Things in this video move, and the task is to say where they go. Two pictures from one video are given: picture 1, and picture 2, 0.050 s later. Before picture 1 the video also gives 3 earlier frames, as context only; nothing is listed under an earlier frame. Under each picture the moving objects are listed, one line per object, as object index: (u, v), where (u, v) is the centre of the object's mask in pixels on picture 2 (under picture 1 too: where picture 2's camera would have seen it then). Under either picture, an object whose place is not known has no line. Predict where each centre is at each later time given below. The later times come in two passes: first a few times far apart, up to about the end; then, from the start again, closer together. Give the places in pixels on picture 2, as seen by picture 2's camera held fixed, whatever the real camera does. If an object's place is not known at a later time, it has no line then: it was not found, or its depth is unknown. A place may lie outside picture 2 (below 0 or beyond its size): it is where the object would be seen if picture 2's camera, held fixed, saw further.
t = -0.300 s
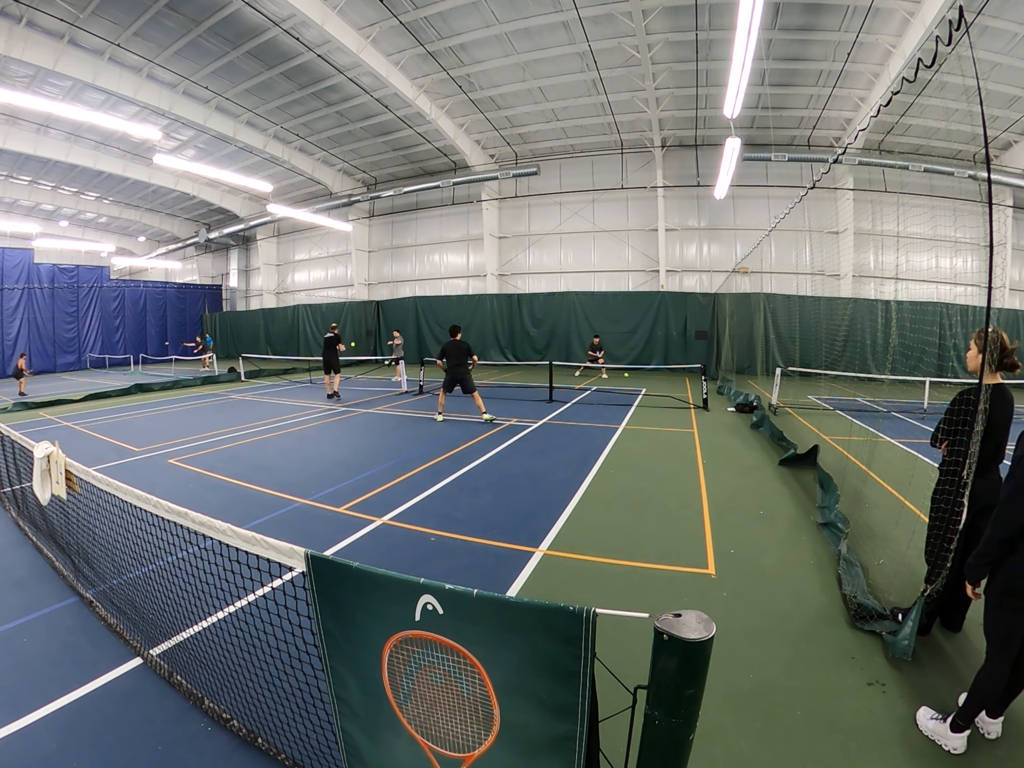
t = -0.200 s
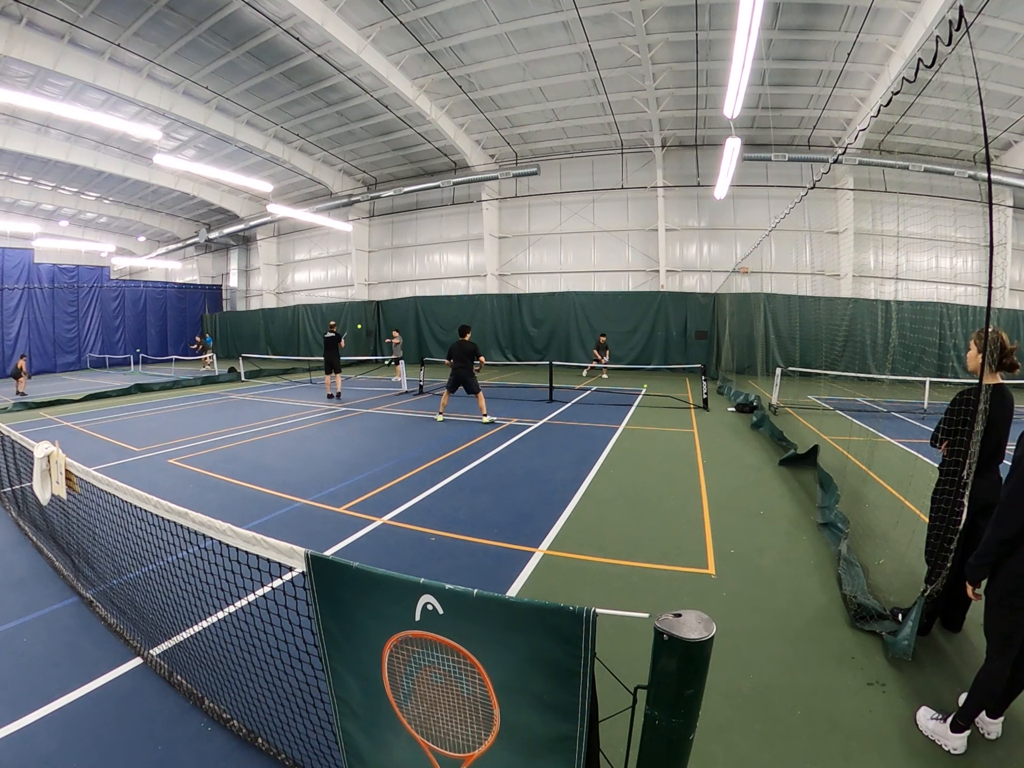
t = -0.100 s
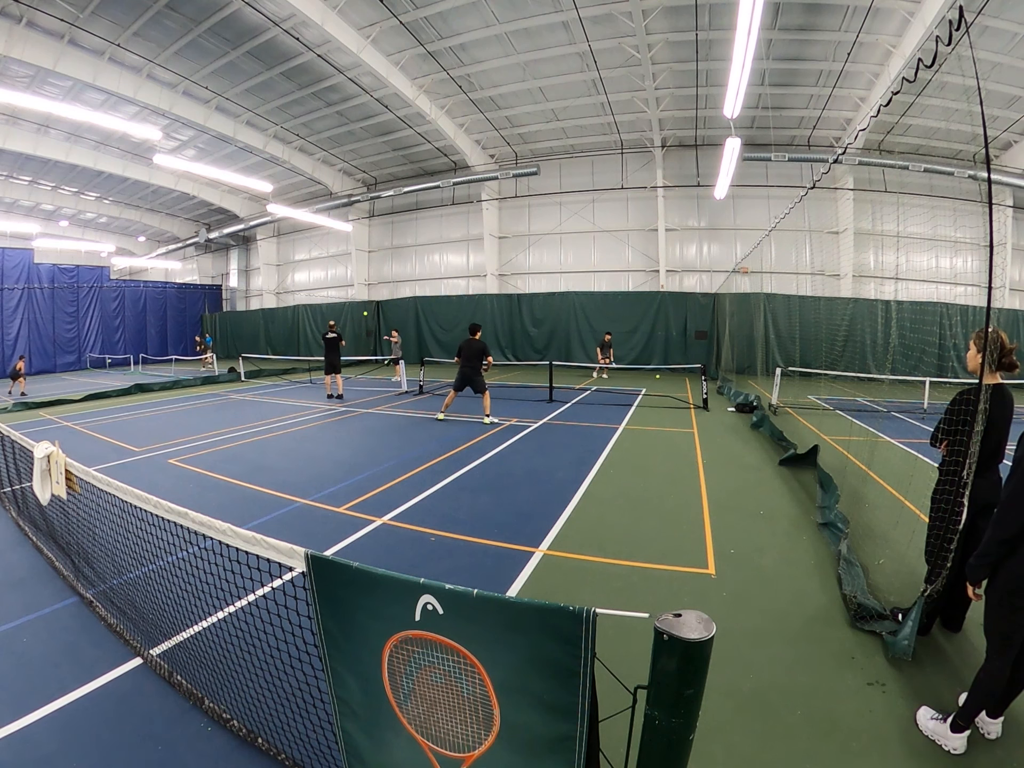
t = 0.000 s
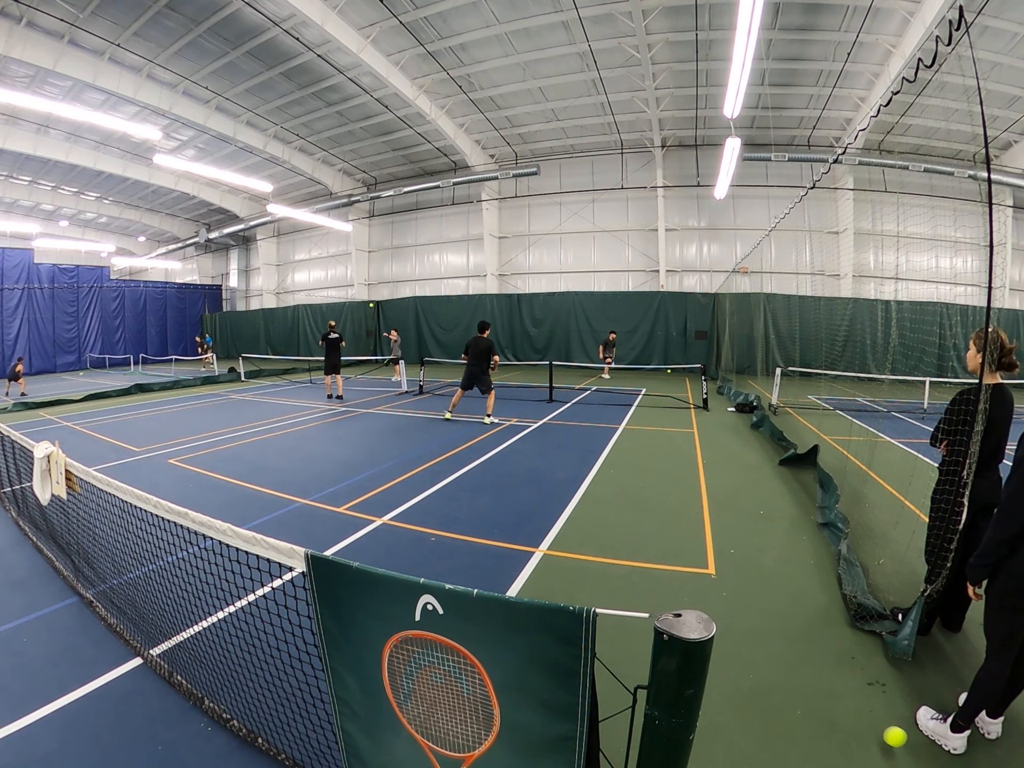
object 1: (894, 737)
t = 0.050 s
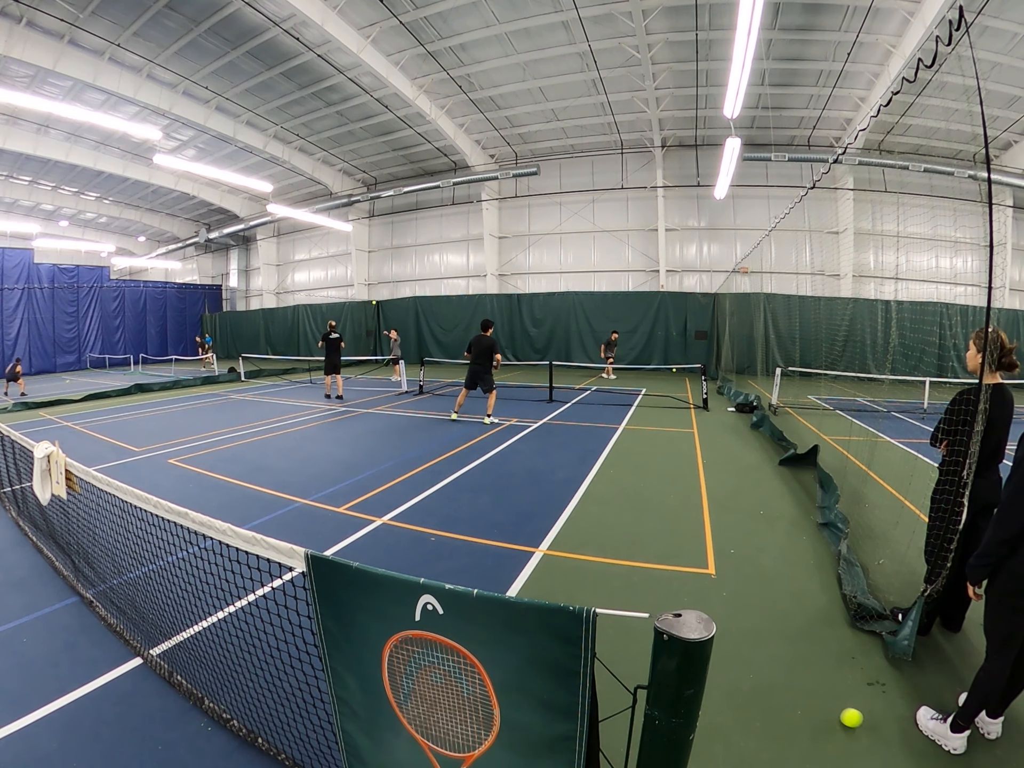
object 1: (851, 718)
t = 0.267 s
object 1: (715, 628)
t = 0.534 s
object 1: (600, 552)
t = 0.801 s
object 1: (538, 506)
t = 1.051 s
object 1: (502, 476)
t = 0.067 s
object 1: (838, 711)
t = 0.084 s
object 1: (826, 701)
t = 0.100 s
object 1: (814, 692)
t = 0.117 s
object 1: (803, 683)
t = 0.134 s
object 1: (791, 675)
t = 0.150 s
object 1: (780, 668)
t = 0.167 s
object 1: (769, 661)
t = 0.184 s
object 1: (758, 655)
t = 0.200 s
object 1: (748, 650)
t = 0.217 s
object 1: (737, 645)
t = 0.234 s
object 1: (727, 640)
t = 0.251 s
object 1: (720, 636)
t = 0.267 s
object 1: (715, 628)
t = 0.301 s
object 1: (692, 609)
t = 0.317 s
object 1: (684, 606)
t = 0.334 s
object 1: (676, 602)
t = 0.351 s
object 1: (668, 598)
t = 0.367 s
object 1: (661, 593)
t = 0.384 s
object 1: (653, 589)
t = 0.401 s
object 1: (647, 586)
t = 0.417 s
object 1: (640, 583)
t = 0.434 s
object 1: (634, 577)
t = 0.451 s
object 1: (628, 572)
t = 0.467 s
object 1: (622, 567)
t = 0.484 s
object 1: (616, 563)
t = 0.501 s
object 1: (611, 558)
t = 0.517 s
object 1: (605, 555)
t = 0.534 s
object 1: (600, 552)
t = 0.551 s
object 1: (595, 550)
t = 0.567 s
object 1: (591, 547)
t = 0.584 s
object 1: (586, 543)
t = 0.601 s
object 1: (582, 539)
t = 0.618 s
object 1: (577, 536)
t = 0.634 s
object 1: (573, 533)
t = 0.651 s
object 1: (569, 530)
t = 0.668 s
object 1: (565, 527)
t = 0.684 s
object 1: (562, 524)
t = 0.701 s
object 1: (557, 520)
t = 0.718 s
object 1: (554, 518)
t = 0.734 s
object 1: (551, 516)
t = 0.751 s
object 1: (547, 514)
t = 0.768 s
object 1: (544, 511)
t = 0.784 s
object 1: (541, 508)
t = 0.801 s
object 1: (538, 506)
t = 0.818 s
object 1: (535, 504)
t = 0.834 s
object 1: (532, 501)
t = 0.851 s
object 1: (530, 499)
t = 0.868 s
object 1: (527, 497)
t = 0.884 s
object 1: (524, 495)
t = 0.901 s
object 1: (522, 492)
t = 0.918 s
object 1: (519, 490)
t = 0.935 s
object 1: (517, 489)
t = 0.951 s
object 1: (515, 487)
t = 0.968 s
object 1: (512, 484)
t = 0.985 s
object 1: (510, 482)
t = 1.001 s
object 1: (508, 481)
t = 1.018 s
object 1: (506, 480)
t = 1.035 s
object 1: (504, 478)
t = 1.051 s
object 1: (502, 476)
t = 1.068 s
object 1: (500, 474)
